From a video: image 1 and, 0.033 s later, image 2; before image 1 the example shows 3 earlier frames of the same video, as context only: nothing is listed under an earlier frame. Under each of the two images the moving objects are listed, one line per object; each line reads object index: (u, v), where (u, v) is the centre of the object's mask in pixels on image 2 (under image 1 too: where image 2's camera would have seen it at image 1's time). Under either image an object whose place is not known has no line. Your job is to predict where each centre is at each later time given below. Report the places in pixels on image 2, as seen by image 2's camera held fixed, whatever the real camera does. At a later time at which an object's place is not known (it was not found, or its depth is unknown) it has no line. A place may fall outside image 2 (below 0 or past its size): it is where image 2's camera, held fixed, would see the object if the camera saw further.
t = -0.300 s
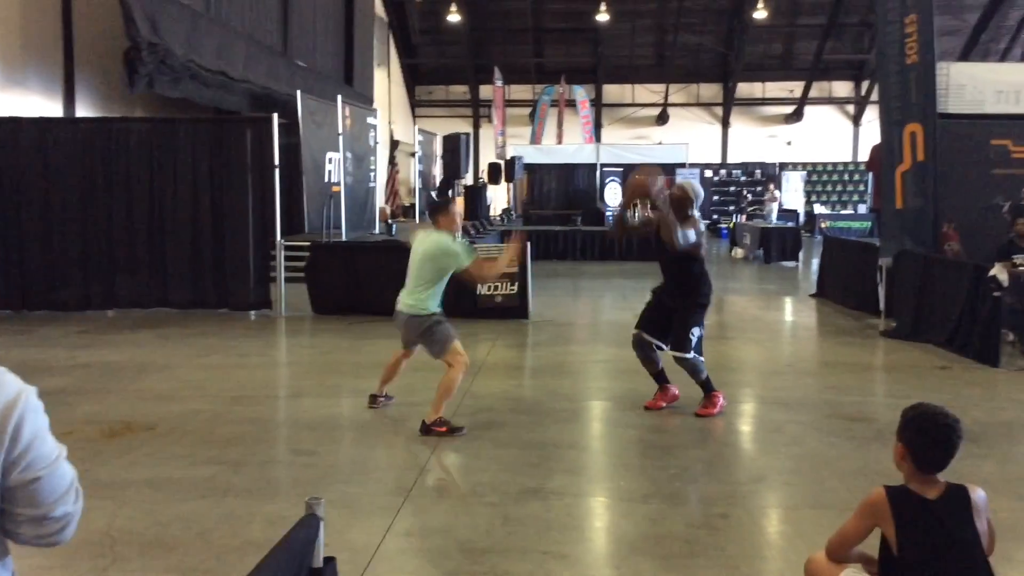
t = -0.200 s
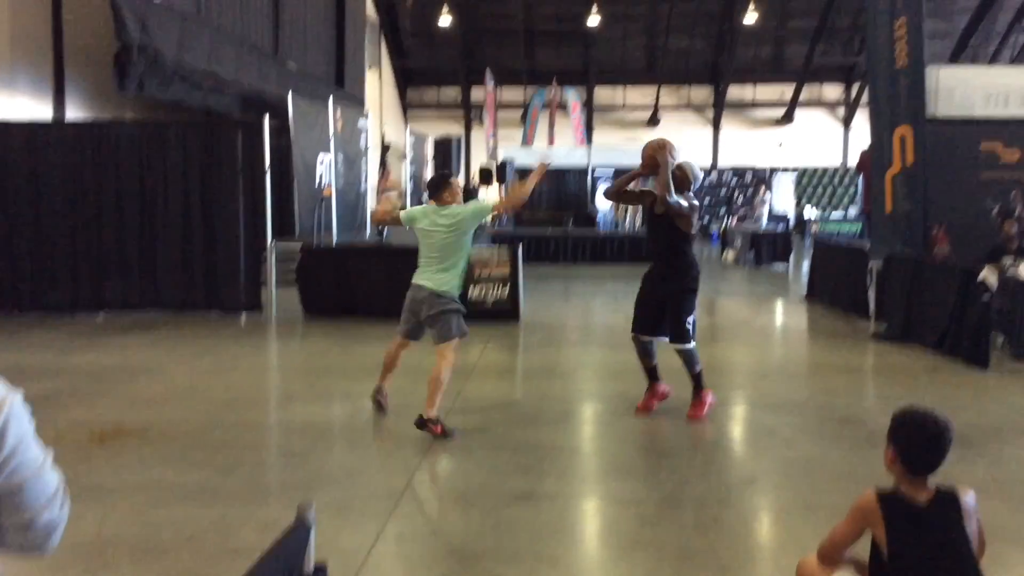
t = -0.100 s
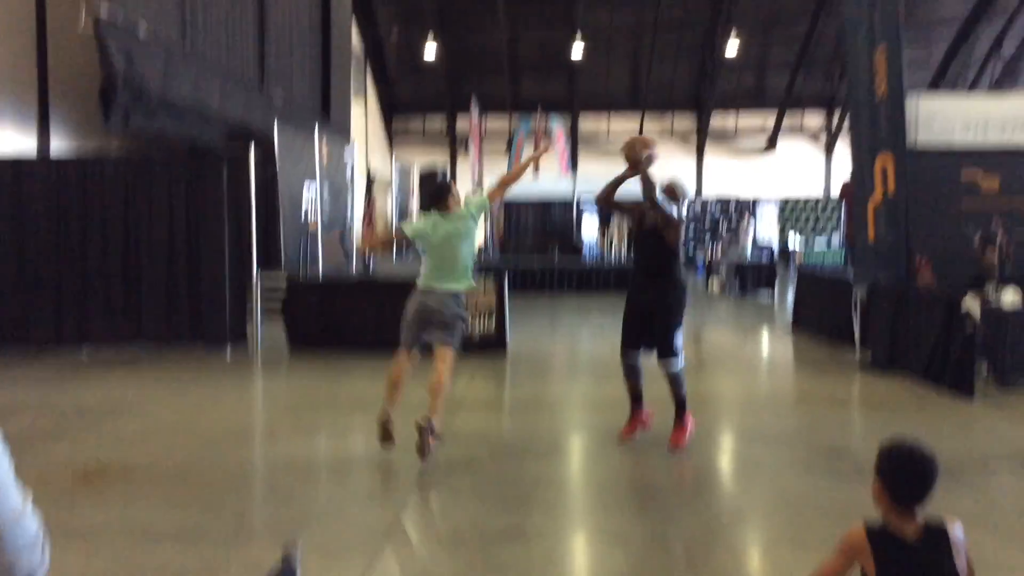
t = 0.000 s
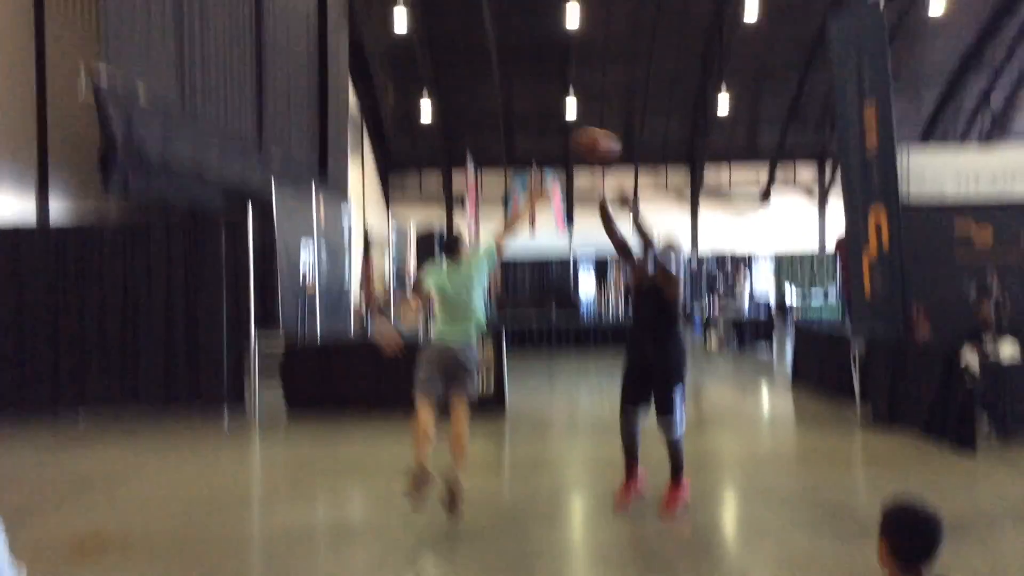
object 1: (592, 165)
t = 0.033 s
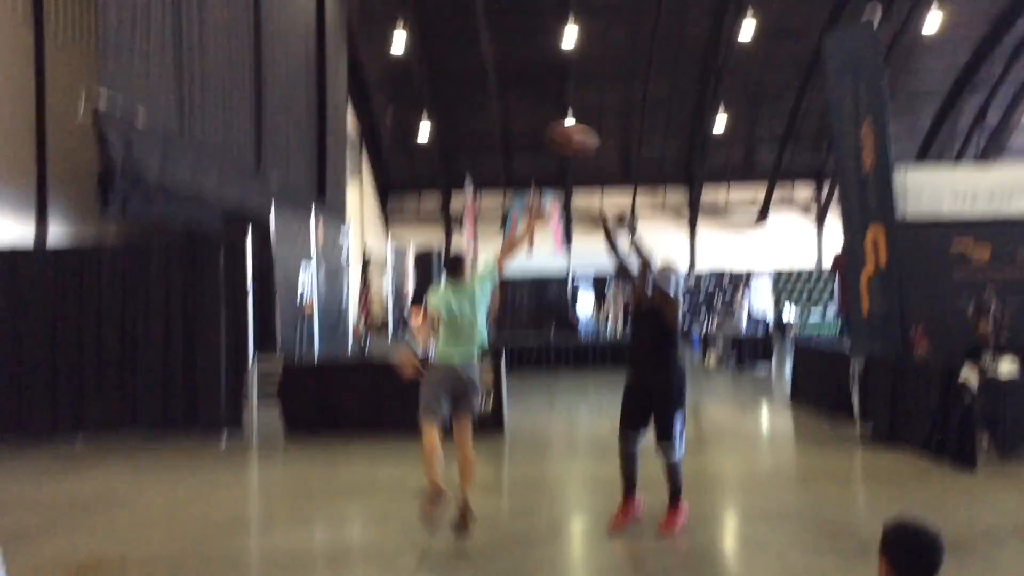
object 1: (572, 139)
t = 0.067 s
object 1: (549, 114)
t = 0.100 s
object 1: (528, 92)
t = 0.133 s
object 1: (503, 70)
